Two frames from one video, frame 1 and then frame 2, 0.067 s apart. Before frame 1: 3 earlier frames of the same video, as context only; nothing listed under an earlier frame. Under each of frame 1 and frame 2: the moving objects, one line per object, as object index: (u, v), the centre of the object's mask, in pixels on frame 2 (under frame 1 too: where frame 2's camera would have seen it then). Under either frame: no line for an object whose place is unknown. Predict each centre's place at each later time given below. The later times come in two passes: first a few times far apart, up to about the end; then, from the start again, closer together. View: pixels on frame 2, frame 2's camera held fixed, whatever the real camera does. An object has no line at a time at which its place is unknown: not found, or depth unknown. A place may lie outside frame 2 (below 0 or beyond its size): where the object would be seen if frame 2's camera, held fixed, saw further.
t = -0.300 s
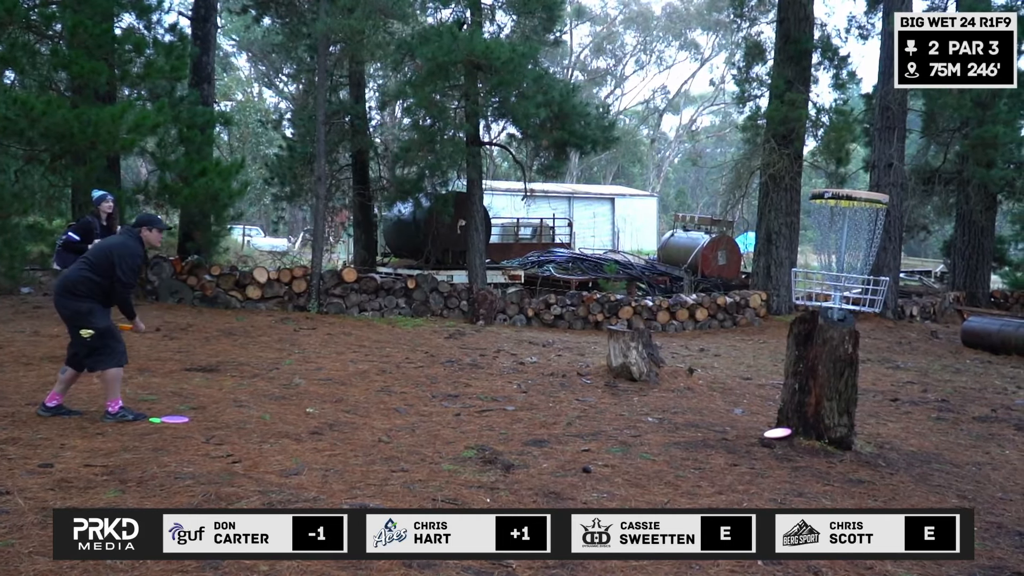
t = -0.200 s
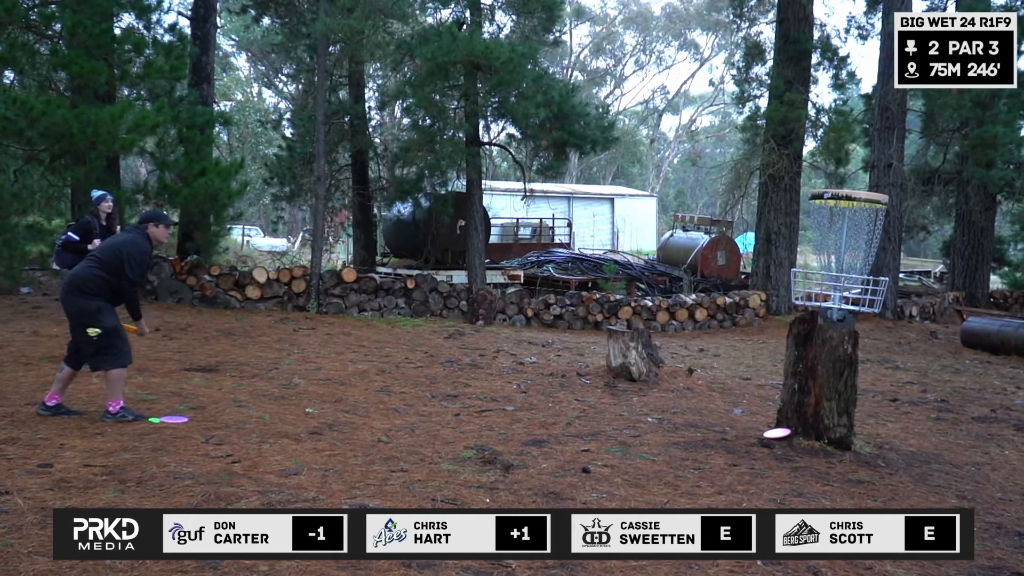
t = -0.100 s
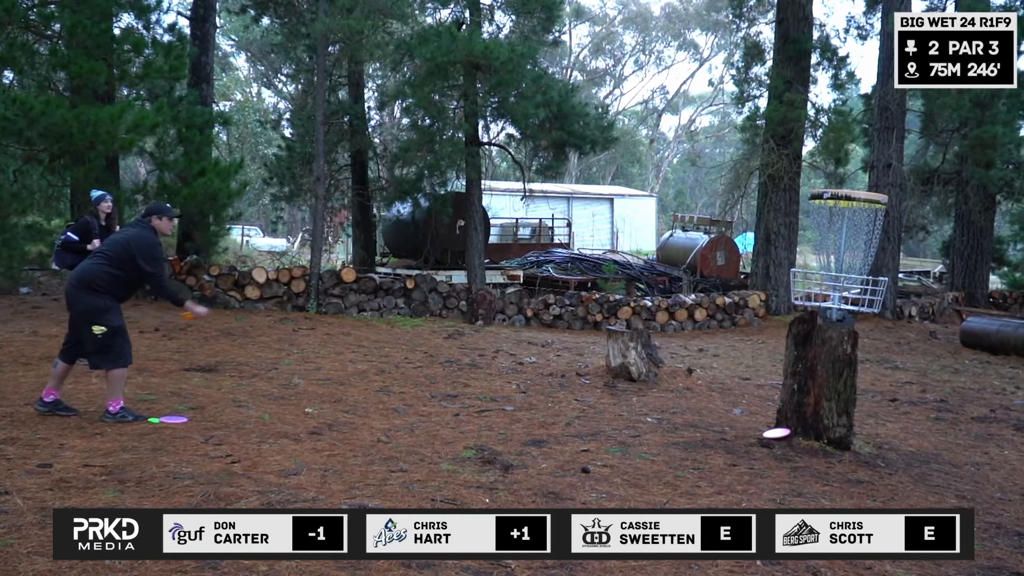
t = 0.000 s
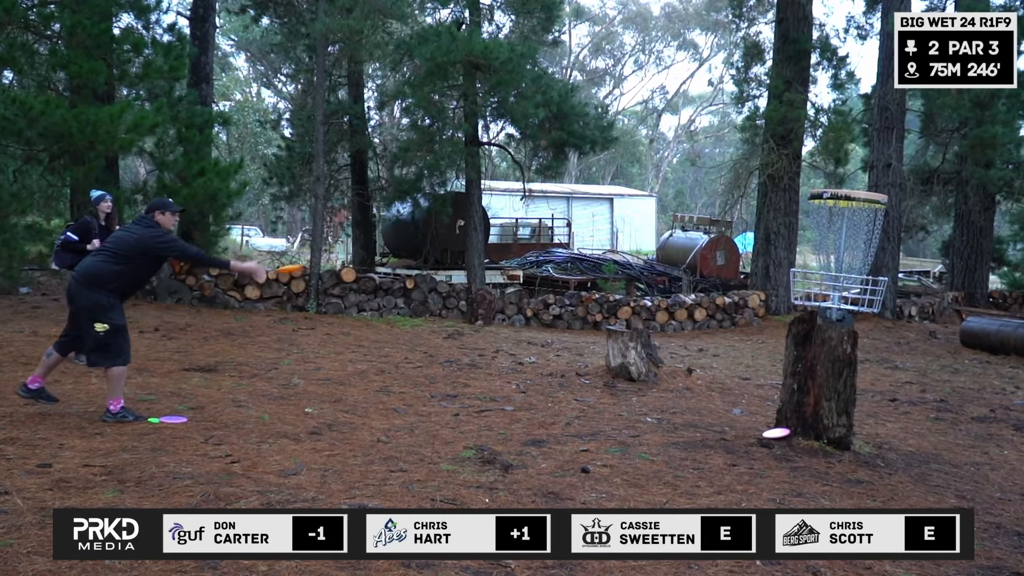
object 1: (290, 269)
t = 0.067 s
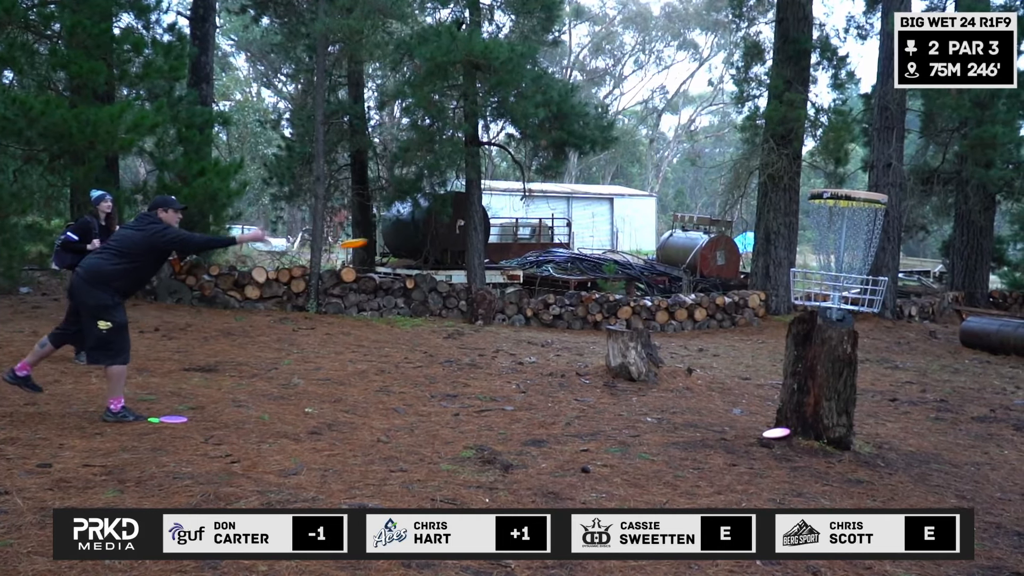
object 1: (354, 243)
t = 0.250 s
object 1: (526, 206)
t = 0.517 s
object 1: (779, 208)
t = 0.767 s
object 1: (833, 233)
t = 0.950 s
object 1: (818, 277)
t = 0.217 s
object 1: (493, 211)
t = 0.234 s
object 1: (510, 209)
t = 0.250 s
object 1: (526, 206)
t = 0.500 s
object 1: (764, 206)
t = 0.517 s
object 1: (779, 208)
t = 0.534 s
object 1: (795, 209)
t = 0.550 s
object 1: (807, 211)
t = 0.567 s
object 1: (816, 214)
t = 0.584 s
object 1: (823, 214)
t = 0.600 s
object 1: (826, 217)
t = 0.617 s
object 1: (829, 219)
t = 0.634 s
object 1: (829, 220)
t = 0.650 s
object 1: (831, 220)
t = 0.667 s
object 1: (831, 222)
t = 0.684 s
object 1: (830, 223)
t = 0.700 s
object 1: (831, 224)
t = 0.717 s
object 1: (833, 226)
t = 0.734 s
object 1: (833, 228)
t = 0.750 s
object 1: (833, 231)
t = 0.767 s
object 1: (833, 233)
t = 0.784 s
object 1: (833, 237)
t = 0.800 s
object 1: (833, 240)
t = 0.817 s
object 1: (832, 243)
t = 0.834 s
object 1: (832, 247)
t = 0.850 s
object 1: (830, 250)
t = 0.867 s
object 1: (828, 254)
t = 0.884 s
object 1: (826, 258)
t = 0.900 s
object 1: (825, 261)
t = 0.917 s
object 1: (823, 267)
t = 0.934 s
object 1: (820, 271)
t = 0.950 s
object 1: (818, 277)
